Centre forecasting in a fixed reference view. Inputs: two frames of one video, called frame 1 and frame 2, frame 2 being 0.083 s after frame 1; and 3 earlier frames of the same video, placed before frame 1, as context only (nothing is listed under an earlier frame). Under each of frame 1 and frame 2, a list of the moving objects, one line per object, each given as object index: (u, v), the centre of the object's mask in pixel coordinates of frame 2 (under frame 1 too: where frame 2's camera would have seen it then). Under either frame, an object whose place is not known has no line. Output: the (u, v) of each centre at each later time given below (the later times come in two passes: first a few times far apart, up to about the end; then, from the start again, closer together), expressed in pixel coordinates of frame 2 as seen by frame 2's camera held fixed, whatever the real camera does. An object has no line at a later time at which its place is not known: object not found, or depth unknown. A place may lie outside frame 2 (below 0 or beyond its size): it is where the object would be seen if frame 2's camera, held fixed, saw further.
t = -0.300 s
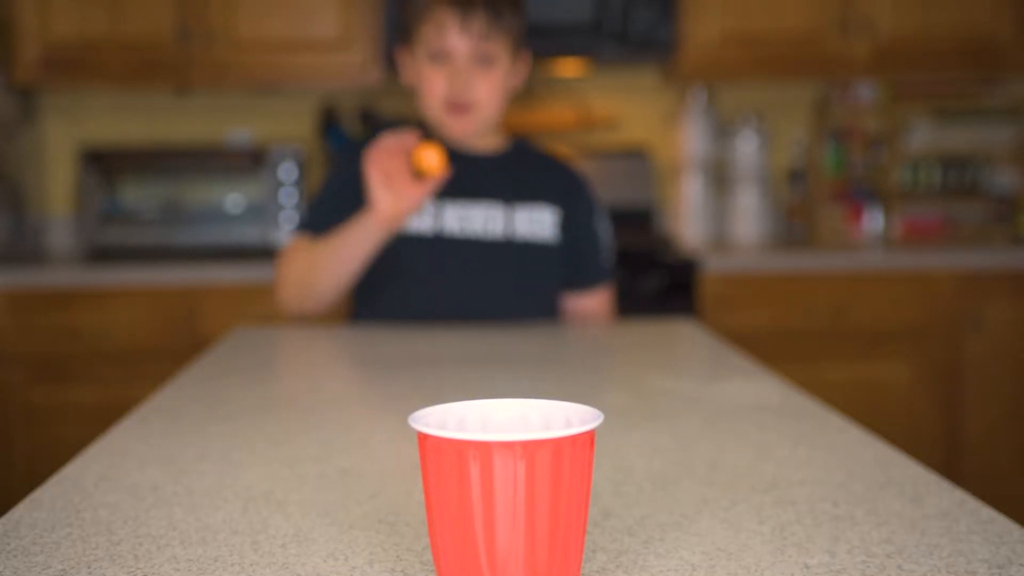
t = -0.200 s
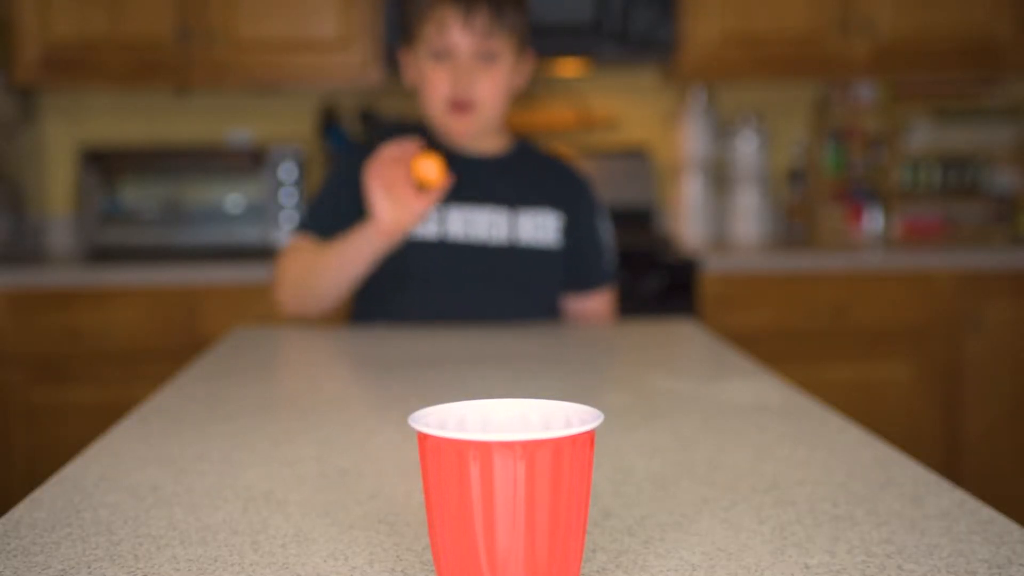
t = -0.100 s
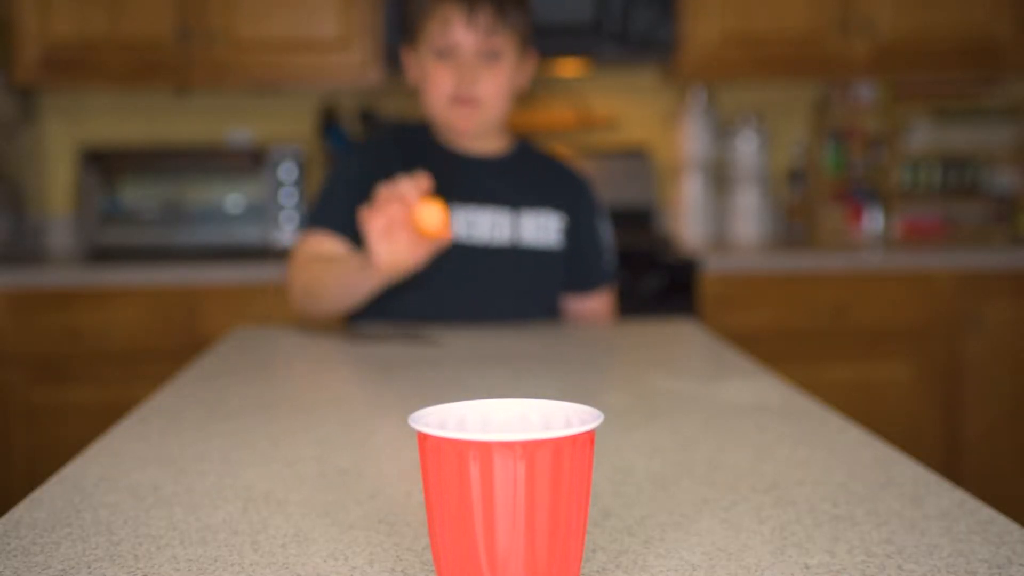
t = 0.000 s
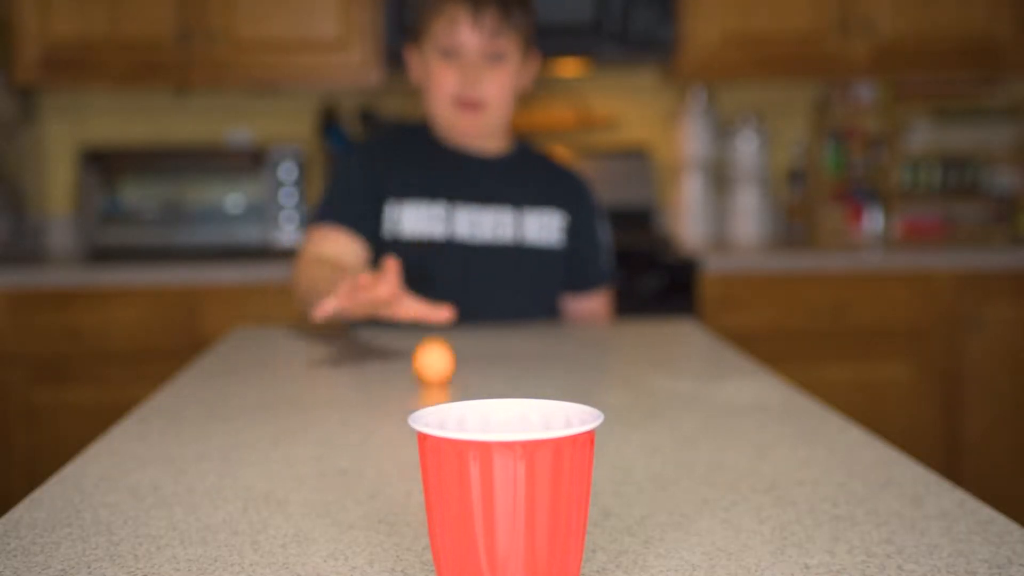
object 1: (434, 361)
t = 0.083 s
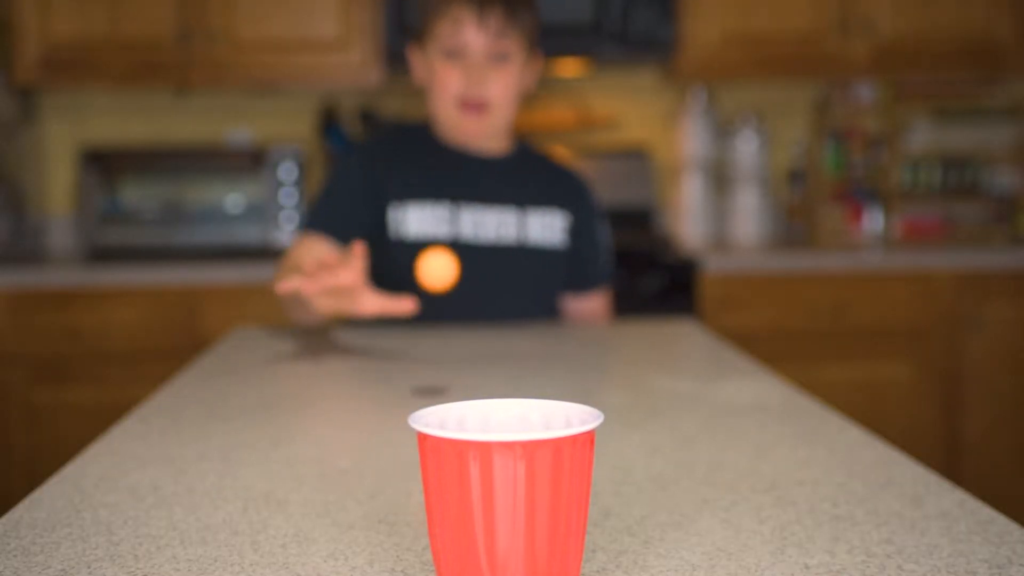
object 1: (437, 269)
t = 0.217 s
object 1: (450, 228)
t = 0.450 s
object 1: (489, 345)
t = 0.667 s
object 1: (544, 420)
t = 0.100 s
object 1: (438, 256)
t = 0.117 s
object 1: (440, 244)
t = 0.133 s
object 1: (441, 235)
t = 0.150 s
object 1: (442, 227)
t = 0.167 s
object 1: (444, 223)
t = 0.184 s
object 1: (446, 221)
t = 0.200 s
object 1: (448, 223)
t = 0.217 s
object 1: (450, 228)
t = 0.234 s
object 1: (452, 236)
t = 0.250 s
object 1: (454, 249)
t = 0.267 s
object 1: (456, 265)
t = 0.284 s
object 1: (459, 285)
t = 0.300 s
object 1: (462, 311)
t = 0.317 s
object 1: (465, 341)
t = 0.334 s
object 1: (468, 372)
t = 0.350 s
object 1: (470, 391)
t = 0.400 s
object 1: (479, 393)
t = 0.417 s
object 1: (482, 381)
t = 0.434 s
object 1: (486, 367)
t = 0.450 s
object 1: (489, 345)
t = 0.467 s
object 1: (492, 327)
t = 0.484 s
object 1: (496, 311)
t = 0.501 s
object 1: (499, 299)
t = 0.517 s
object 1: (503, 291)
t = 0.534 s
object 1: (508, 287)
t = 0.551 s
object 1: (512, 288)
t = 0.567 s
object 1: (517, 293)
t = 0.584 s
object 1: (522, 303)
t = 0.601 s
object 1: (527, 319)
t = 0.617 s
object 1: (533, 342)
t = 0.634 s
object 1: (539, 367)
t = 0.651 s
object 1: (544, 396)
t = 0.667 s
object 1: (544, 420)
